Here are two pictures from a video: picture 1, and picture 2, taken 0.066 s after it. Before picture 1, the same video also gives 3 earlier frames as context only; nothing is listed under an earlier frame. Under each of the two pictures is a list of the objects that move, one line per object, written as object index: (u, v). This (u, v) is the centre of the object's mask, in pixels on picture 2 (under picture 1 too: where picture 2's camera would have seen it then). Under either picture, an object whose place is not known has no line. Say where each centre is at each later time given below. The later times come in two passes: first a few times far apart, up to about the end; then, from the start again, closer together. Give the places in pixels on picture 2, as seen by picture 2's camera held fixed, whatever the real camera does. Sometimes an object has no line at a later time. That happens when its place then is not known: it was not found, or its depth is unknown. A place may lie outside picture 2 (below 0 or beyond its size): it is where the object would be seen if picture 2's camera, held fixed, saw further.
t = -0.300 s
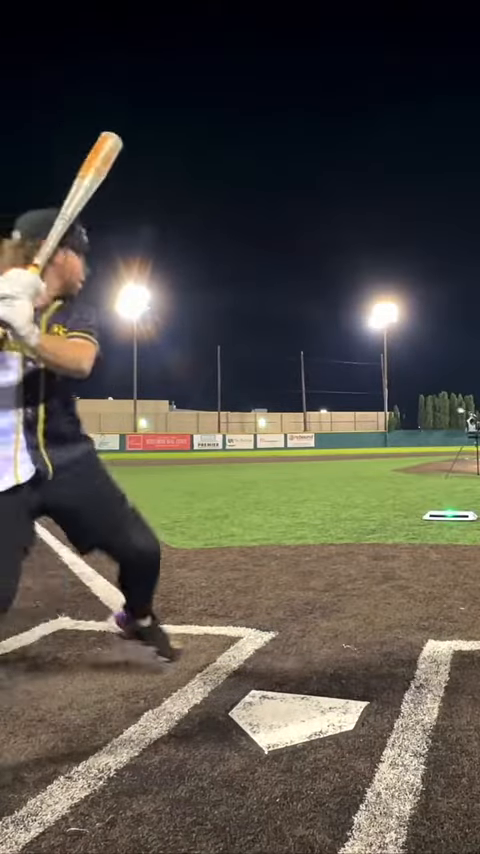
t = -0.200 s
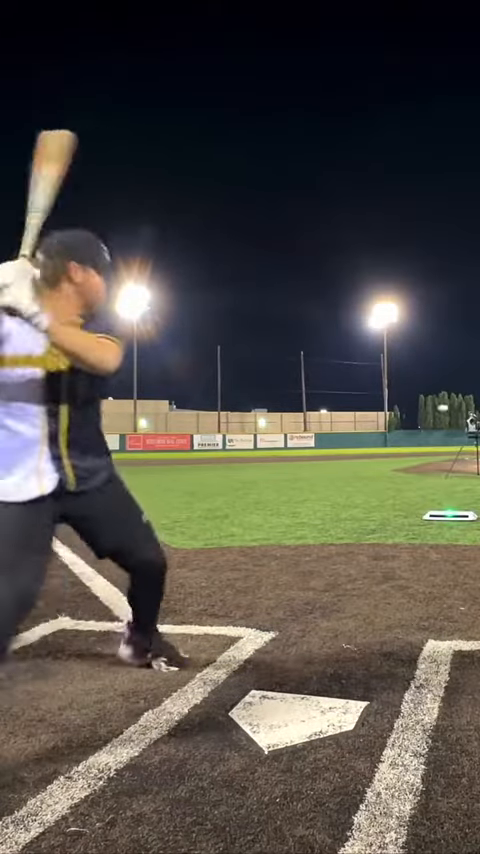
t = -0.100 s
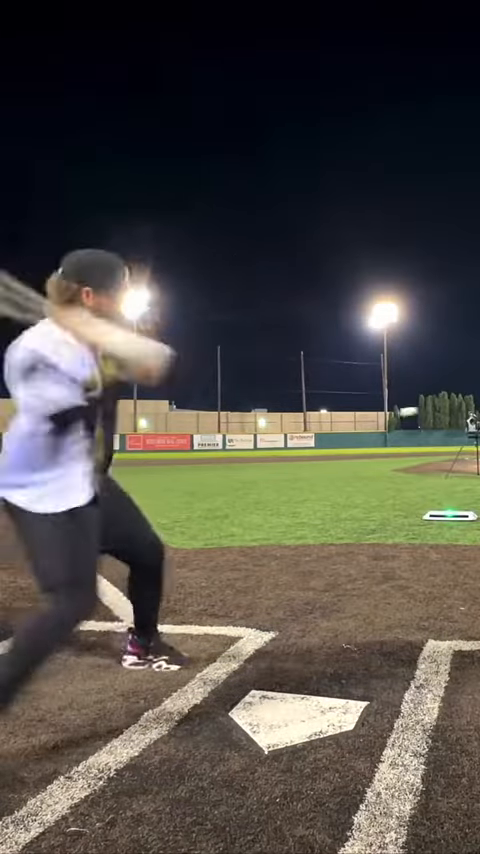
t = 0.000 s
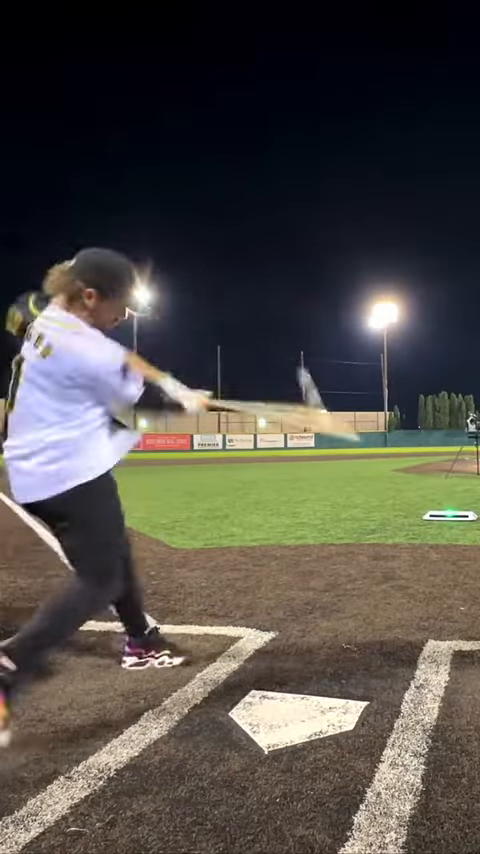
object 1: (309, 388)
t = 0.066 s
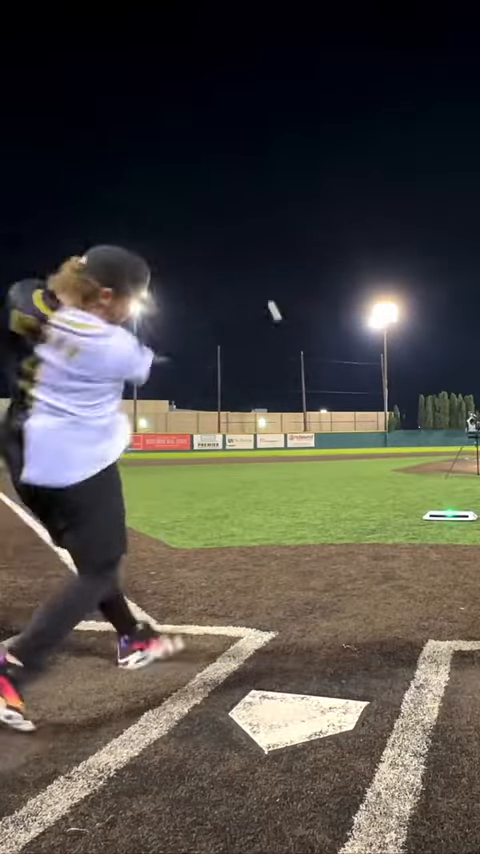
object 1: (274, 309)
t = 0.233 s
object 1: (247, 262)
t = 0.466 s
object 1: (233, 253)
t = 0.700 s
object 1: (224, 257)
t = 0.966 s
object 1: (217, 267)
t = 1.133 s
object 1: (213, 274)
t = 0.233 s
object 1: (247, 262)
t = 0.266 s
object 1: (244, 259)
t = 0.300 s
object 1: (242, 257)
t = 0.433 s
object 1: (234, 253)
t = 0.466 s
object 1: (233, 253)
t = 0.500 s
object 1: (231, 253)
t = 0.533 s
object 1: (230, 253)
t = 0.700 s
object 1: (224, 257)
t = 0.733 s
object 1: (223, 258)
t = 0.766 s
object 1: (222, 259)
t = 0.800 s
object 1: (221, 260)
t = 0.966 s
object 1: (217, 267)
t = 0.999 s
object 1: (216, 268)
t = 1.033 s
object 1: (216, 269)
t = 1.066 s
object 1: (214, 272)
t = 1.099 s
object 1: (213, 272)
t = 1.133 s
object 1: (213, 274)
